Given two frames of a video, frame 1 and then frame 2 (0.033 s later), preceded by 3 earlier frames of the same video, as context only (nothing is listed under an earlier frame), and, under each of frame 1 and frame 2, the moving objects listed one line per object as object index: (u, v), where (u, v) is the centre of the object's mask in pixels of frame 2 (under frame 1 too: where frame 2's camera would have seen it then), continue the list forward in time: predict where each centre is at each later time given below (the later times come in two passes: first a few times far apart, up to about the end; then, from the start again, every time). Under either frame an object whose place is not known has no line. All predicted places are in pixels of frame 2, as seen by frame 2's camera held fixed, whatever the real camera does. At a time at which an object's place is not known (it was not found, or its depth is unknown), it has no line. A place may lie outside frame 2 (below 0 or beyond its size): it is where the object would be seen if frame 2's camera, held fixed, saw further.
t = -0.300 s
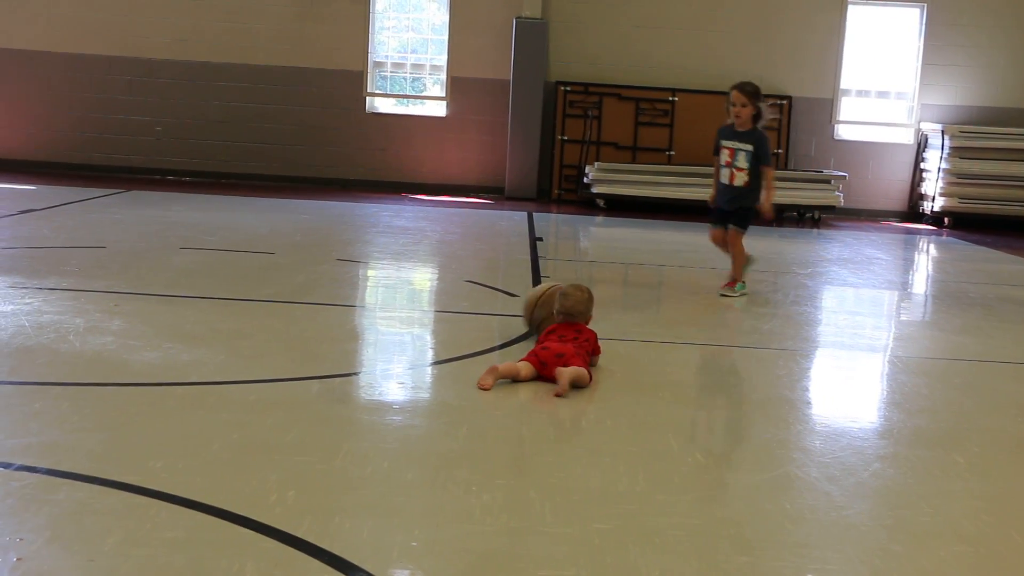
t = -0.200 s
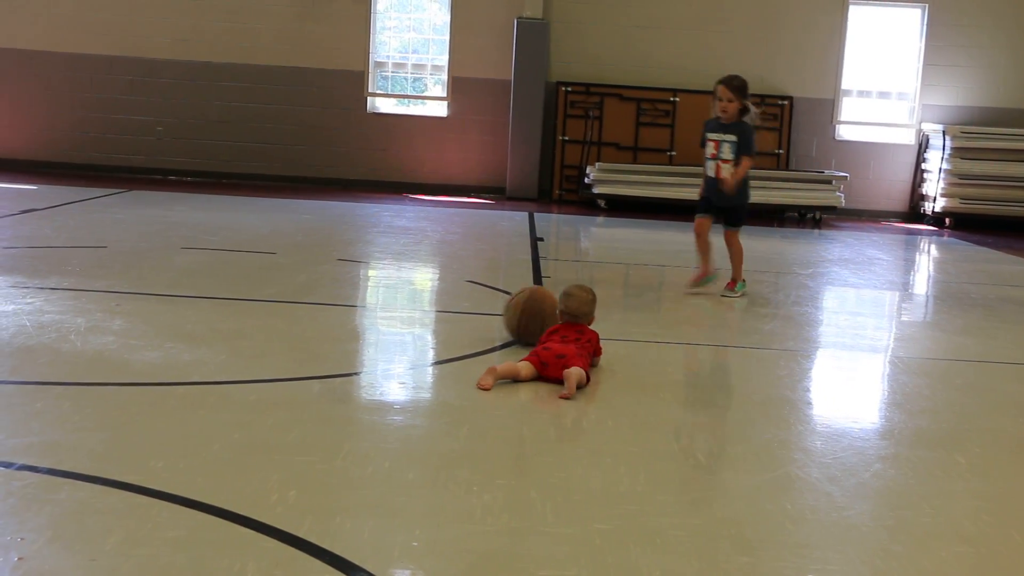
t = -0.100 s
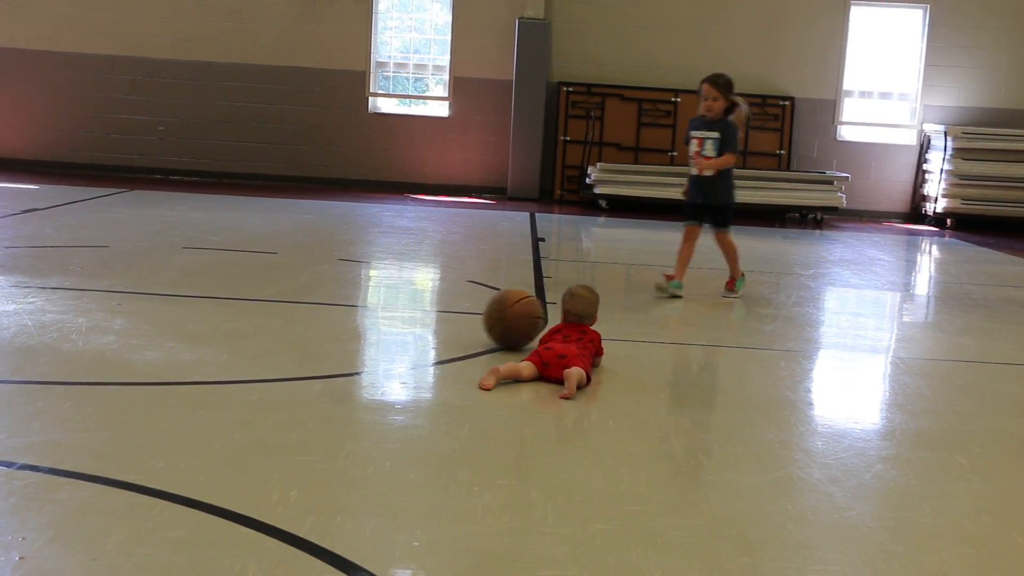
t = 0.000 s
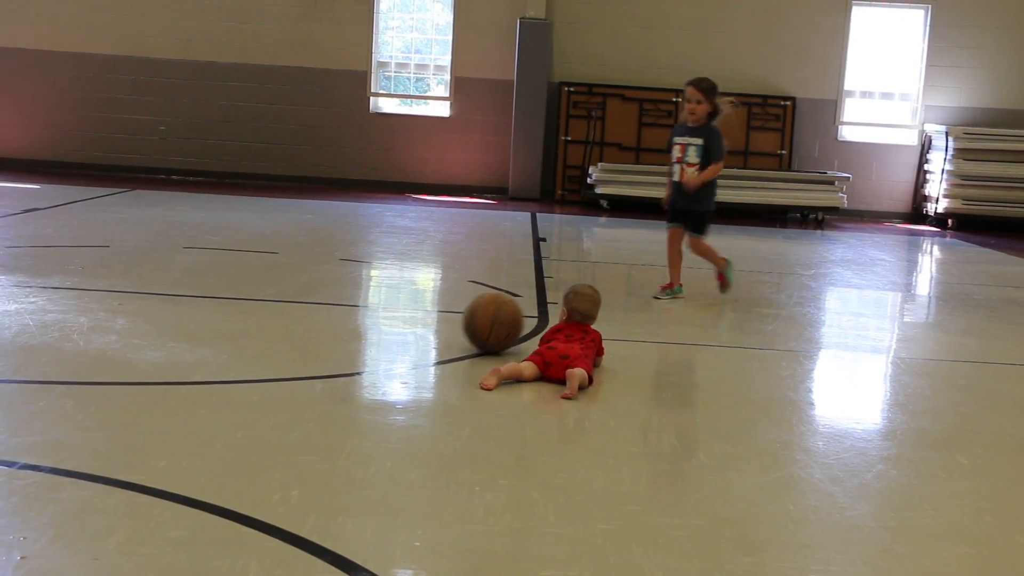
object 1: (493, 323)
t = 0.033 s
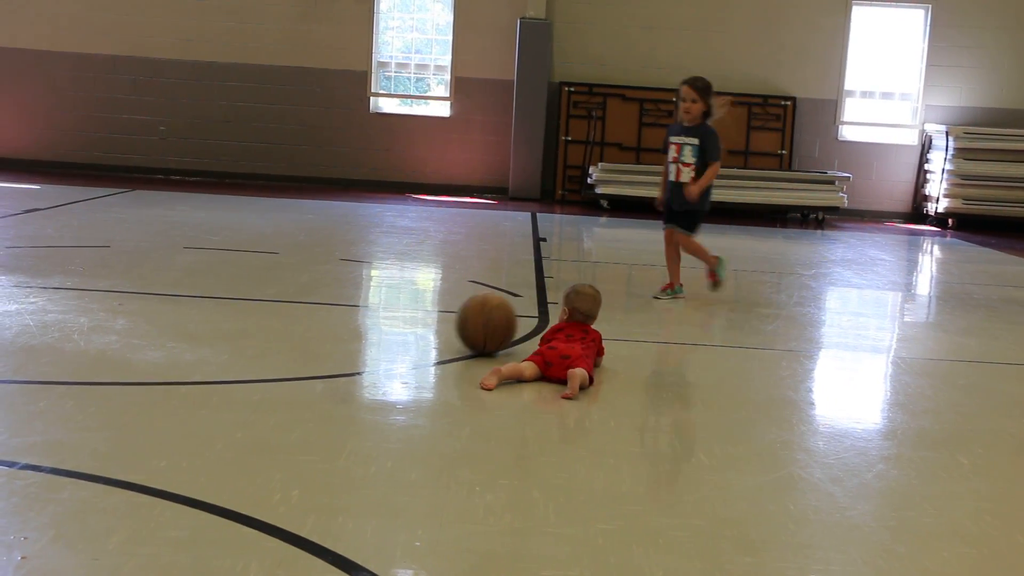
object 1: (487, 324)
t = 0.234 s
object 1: (441, 331)
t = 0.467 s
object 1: (381, 341)
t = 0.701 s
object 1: (319, 352)
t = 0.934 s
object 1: (246, 364)
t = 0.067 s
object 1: (479, 325)
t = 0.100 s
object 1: (472, 326)
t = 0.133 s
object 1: (464, 328)
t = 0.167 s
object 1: (457, 329)
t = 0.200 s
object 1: (449, 330)
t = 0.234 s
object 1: (441, 331)
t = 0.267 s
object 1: (433, 333)
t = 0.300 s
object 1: (425, 334)
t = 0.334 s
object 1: (416, 335)
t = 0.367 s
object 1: (408, 337)
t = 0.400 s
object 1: (399, 338)
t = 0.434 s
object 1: (390, 339)
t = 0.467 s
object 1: (381, 341)
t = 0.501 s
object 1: (373, 342)
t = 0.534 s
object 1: (364, 344)
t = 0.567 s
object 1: (355, 346)
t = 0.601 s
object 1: (346, 348)
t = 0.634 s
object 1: (337, 350)
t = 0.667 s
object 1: (328, 351)
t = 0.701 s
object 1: (319, 352)
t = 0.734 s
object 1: (309, 353)
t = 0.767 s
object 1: (299, 355)
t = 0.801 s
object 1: (289, 357)
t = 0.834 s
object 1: (278, 359)
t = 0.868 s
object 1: (268, 361)
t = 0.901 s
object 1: (258, 363)
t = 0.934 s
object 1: (246, 364)
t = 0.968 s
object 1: (235, 366)
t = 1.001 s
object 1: (223, 368)
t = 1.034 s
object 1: (212, 369)
